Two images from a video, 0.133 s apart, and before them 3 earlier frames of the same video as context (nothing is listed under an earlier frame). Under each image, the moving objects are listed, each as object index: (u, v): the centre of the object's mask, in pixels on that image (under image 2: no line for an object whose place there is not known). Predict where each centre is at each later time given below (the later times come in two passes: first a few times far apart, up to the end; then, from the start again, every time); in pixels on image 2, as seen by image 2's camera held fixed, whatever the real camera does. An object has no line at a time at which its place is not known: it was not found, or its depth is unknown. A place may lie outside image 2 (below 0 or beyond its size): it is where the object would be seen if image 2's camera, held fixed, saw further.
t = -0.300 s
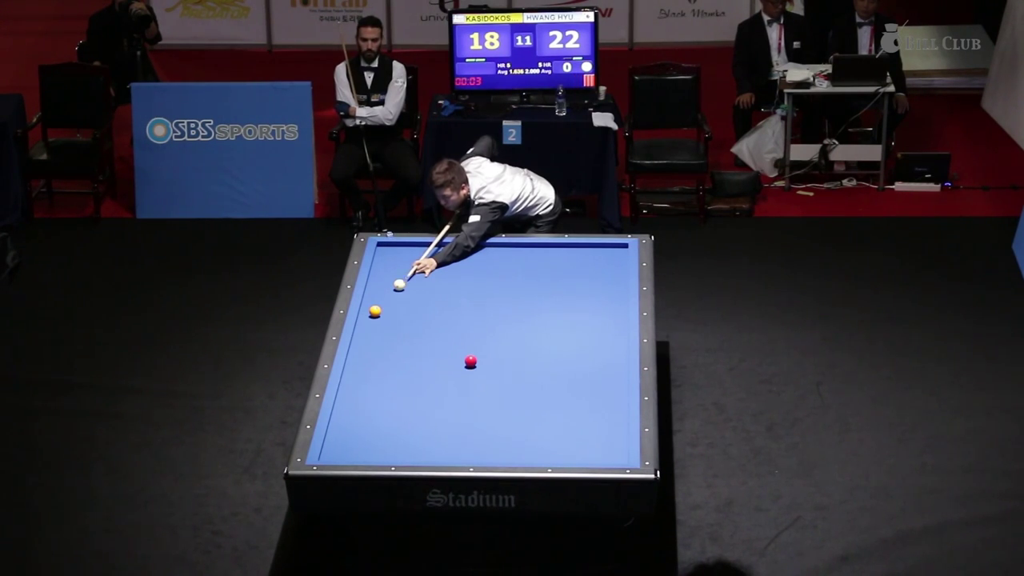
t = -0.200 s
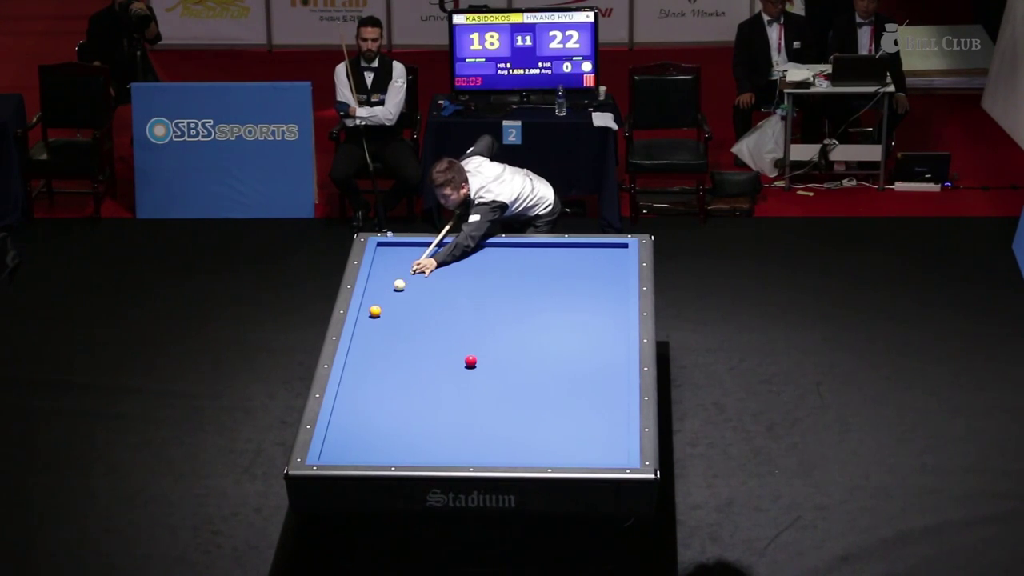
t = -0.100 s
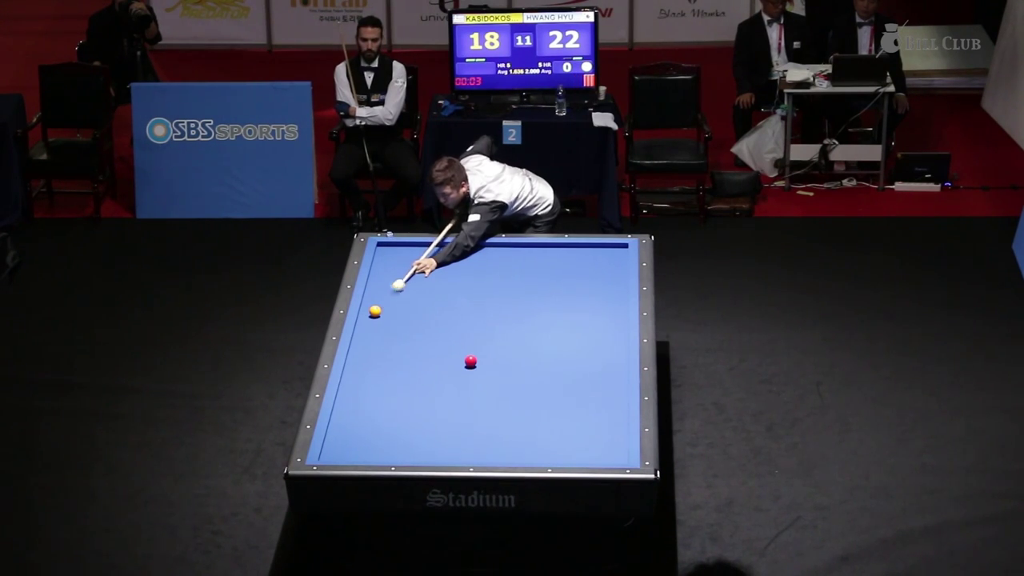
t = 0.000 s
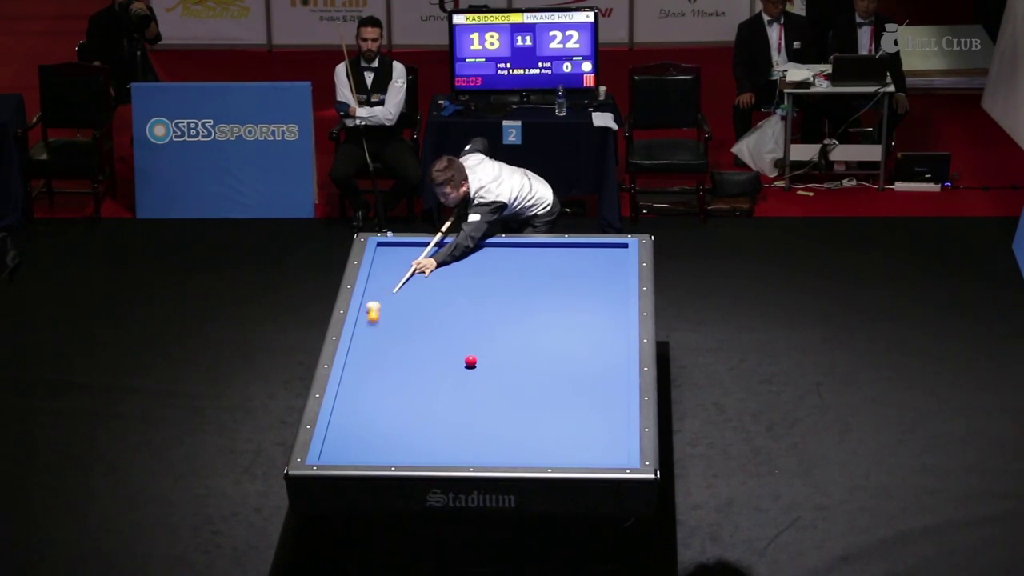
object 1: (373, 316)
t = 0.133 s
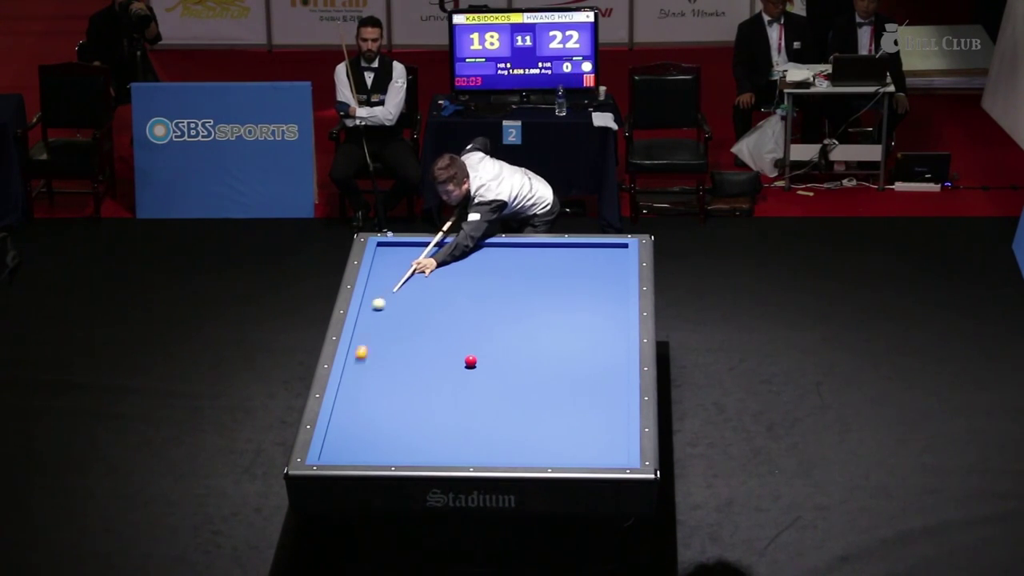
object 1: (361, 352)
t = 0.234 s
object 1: (352, 380)
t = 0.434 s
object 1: (334, 435)
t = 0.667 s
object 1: (334, 427)
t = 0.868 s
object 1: (344, 391)
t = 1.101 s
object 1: (352, 358)
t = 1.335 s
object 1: (359, 329)
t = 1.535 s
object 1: (366, 306)
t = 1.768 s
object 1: (373, 280)
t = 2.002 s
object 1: (379, 256)
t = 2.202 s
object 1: (382, 249)
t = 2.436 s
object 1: (378, 266)
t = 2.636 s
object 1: (375, 278)
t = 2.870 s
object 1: (372, 292)
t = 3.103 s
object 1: (369, 307)
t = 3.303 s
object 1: (366, 320)
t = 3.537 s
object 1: (363, 335)
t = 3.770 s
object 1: (360, 350)
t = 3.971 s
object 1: (357, 363)
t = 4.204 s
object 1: (354, 379)
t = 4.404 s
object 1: (351, 392)
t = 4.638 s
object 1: (348, 409)
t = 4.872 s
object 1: (344, 425)
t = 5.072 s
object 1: (341, 440)
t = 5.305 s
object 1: (338, 455)
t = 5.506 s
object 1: (339, 451)
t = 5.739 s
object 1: (342, 442)
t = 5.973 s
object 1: (345, 432)
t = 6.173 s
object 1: (346, 424)
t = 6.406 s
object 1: (334, 424)
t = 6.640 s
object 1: (341, 424)
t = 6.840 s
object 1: (347, 424)
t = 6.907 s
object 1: (349, 424)
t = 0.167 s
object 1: (358, 361)
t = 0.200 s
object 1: (355, 371)
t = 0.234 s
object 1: (352, 380)
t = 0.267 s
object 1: (349, 389)
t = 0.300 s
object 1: (346, 398)
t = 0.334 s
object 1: (343, 408)
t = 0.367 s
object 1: (340, 417)
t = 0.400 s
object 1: (337, 426)
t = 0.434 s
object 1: (334, 435)
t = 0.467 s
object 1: (331, 445)
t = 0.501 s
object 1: (328, 453)
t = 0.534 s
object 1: (327, 454)
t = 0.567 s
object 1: (329, 448)
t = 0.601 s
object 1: (331, 441)
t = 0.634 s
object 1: (332, 434)
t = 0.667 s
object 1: (334, 427)
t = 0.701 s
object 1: (336, 420)
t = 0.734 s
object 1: (338, 414)
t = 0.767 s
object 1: (339, 408)
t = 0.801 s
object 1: (341, 402)
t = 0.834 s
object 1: (342, 397)
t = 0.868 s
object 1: (344, 391)
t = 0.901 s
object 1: (345, 385)
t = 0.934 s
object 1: (346, 381)
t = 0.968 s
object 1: (347, 376)
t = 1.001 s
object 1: (349, 371)
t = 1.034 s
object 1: (350, 367)
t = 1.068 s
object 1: (351, 362)
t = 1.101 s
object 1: (352, 358)
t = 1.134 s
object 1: (353, 354)
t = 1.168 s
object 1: (354, 350)
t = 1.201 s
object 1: (355, 346)
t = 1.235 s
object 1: (356, 341)
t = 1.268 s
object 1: (357, 337)
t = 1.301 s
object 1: (358, 333)
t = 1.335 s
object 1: (359, 329)
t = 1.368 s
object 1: (360, 325)
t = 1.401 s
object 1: (361, 321)
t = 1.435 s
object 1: (363, 317)
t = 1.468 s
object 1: (364, 313)
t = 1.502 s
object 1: (365, 309)
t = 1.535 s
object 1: (366, 306)
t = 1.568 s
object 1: (367, 302)
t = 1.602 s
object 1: (368, 298)
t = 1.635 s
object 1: (369, 295)
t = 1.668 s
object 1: (370, 291)
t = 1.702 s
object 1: (371, 288)
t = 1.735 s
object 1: (372, 284)
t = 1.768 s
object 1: (373, 280)
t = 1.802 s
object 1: (374, 277)
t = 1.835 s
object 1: (375, 273)
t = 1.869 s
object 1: (376, 269)
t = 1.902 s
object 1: (377, 266)
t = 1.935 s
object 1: (378, 263)
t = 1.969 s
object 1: (379, 259)
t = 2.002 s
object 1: (379, 256)
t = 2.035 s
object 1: (380, 253)
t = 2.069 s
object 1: (382, 249)
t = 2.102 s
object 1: (383, 246)
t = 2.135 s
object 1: (383, 244)
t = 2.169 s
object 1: (382, 246)
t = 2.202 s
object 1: (382, 249)
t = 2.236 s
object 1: (381, 252)
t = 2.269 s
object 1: (381, 255)
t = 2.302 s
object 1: (380, 257)
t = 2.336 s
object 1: (379, 259)
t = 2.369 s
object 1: (379, 262)
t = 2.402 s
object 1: (378, 264)
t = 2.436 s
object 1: (378, 266)
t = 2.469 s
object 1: (377, 268)
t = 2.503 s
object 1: (377, 270)
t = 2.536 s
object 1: (377, 272)
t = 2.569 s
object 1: (376, 274)
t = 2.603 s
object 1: (376, 276)
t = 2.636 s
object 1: (375, 278)
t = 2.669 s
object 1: (375, 280)
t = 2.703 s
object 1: (375, 282)
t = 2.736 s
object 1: (374, 284)
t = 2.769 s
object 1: (374, 286)
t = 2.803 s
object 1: (373, 288)
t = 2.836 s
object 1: (373, 290)
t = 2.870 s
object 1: (372, 292)
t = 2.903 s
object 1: (372, 294)
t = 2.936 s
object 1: (371, 297)
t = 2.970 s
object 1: (371, 299)
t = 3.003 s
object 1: (371, 301)
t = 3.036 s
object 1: (370, 303)
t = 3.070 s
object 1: (370, 305)
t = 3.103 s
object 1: (369, 307)
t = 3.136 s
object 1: (369, 309)
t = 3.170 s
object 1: (368, 311)
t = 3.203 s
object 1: (368, 313)
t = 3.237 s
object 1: (367, 315)
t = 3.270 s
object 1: (367, 317)
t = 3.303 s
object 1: (366, 320)
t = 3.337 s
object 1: (366, 322)
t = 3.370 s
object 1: (365, 324)
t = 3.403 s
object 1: (365, 326)
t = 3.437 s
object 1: (364, 328)
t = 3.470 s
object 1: (364, 330)
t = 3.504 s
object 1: (364, 332)
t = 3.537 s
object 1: (363, 335)
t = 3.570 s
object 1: (363, 337)
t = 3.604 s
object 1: (362, 339)
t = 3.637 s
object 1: (362, 341)
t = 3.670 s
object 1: (361, 343)
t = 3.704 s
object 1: (361, 346)
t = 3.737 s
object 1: (360, 347)
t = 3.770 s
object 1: (360, 350)
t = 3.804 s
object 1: (360, 352)
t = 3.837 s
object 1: (359, 354)
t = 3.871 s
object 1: (359, 356)
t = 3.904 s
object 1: (358, 359)
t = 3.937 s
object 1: (358, 361)
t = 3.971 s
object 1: (357, 363)
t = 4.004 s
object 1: (357, 365)
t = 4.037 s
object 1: (356, 367)
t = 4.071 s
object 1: (356, 370)
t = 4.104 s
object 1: (356, 372)
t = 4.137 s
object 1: (355, 374)
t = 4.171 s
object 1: (354, 377)
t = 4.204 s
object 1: (354, 379)
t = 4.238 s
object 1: (354, 381)
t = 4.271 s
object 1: (353, 383)
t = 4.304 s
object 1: (353, 385)
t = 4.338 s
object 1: (352, 388)
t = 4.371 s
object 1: (352, 390)
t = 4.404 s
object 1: (351, 392)
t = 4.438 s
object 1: (351, 395)
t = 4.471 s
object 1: (350, 397)
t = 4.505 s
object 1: (350, 399)
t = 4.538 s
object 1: (349, 402)
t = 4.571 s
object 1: (349, 404)
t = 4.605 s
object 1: (349, 406)
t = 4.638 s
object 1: (348, 409)
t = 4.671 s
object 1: (347, 411)
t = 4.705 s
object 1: (347, 413)
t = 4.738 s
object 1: (346, 416)
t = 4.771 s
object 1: (346, 418)
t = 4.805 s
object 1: (345, 421)
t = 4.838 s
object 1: (345, 423)
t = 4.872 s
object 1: (344, 425)
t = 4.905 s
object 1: (344, 428)
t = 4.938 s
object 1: (343, 430)
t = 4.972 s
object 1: (343, 433)
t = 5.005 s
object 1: (342, 435)
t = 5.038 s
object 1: (342, 437)
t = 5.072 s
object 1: (341, 440)
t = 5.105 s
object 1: (341, 442)
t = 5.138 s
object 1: (340, 444)
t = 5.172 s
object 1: (339, 447)
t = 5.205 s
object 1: (339, 449)
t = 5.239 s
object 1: (338, 452)
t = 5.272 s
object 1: (338, 453)
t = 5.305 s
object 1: (338, 455)
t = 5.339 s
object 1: (338, 457)
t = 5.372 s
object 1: (338, 456)
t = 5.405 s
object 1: (338, 455)
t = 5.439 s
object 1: (338, 453)
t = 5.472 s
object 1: (339, 452)
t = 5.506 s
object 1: (339, 451)
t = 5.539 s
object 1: (340, 450)
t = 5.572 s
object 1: (340, 448)
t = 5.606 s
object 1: (340, 447)
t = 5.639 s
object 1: (341, 446)
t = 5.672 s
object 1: (341, 444)
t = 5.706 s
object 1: (341, 443)
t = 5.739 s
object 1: (342, 442)
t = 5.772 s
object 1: (342, 440)
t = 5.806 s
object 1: (343, 439)
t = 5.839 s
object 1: (343, 437)
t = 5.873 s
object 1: (344, 436)
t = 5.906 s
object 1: (344, 435)
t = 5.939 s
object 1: (344, 433)
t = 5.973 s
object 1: (345, 432)
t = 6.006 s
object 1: (345, 431)
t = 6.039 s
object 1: (345, 430)
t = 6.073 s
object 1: (346, 428)
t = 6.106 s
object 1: (346, 427)
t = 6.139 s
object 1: (346, 426)
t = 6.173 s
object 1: (346, 424)
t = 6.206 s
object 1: (345, 424)
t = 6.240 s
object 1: (343, 424)
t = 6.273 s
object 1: (340, 424)
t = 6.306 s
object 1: (339, 424)
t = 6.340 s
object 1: (337, 424)
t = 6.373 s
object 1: (335, 424)
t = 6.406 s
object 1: (334, 424)
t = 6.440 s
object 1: (335, 424)
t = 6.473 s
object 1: (336, 424)
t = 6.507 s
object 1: (337, 424)
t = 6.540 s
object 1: (338, 424)
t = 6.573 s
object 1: (339, 424)
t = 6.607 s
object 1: (340, 424)
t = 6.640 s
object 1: (341, 424)
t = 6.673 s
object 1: (342, 424)
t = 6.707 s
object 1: (343, 424)
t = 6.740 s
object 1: (344, 424)
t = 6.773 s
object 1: (345, 424)
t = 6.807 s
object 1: (346, 424)
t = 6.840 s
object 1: (347, 424)
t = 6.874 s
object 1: (348, 424)
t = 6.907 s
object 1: (349, 424)
